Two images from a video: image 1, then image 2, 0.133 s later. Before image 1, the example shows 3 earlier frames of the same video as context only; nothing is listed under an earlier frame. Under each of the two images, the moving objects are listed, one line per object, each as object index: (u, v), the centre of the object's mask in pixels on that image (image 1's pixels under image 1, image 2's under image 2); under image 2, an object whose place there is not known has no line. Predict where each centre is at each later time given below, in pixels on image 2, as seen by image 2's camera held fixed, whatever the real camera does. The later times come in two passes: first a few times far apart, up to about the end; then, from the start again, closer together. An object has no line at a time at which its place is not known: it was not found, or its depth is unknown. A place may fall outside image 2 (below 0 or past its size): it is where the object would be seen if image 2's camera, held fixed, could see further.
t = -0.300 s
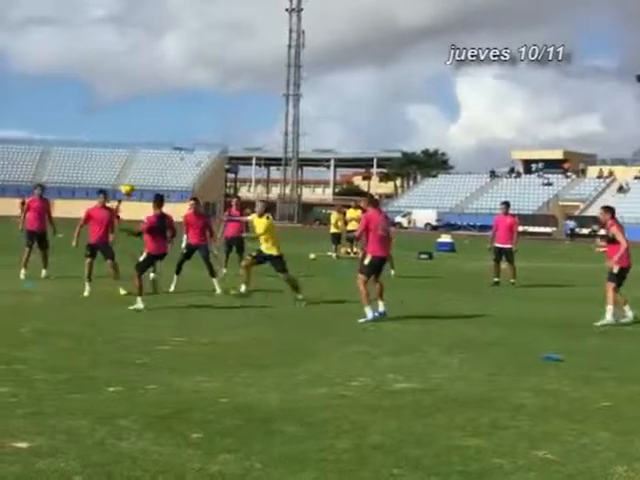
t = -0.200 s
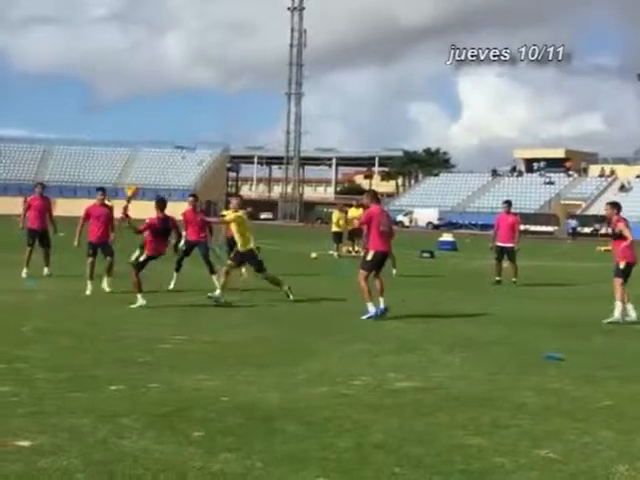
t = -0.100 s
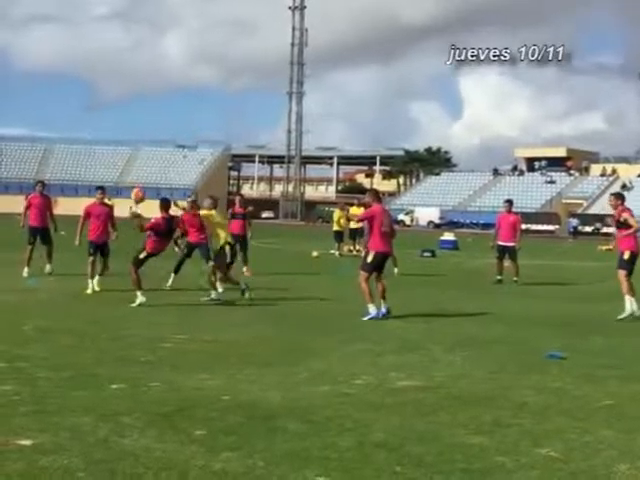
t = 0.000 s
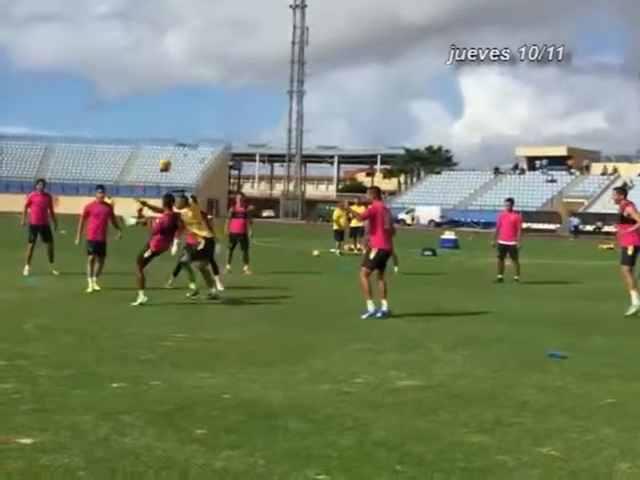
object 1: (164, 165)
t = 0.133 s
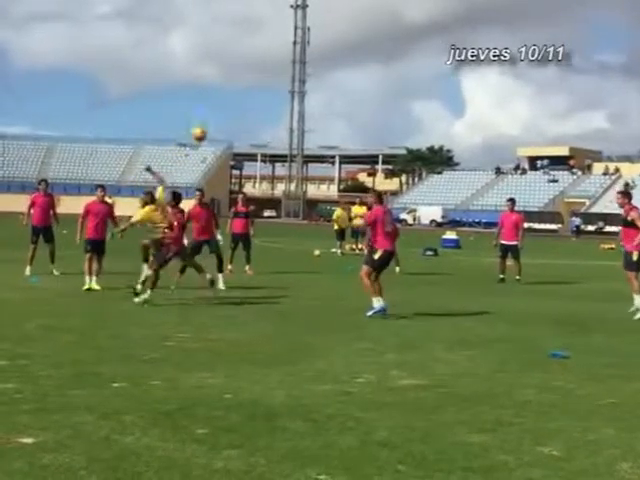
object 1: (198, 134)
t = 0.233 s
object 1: (226, 117)
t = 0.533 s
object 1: (310, 112)
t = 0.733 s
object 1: (370, 147)
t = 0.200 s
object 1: (217, 122)
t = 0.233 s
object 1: (226, 117)
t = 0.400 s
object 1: (272, 107)
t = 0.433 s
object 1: (281, 107)
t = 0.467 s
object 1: (290, 107)
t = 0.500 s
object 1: (300, 109)
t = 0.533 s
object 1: (310, 112)
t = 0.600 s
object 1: (328, 119)
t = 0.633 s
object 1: (340, 124)
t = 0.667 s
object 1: (349, 132)
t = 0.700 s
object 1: (359, 139)
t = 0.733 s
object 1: (370, 147)
